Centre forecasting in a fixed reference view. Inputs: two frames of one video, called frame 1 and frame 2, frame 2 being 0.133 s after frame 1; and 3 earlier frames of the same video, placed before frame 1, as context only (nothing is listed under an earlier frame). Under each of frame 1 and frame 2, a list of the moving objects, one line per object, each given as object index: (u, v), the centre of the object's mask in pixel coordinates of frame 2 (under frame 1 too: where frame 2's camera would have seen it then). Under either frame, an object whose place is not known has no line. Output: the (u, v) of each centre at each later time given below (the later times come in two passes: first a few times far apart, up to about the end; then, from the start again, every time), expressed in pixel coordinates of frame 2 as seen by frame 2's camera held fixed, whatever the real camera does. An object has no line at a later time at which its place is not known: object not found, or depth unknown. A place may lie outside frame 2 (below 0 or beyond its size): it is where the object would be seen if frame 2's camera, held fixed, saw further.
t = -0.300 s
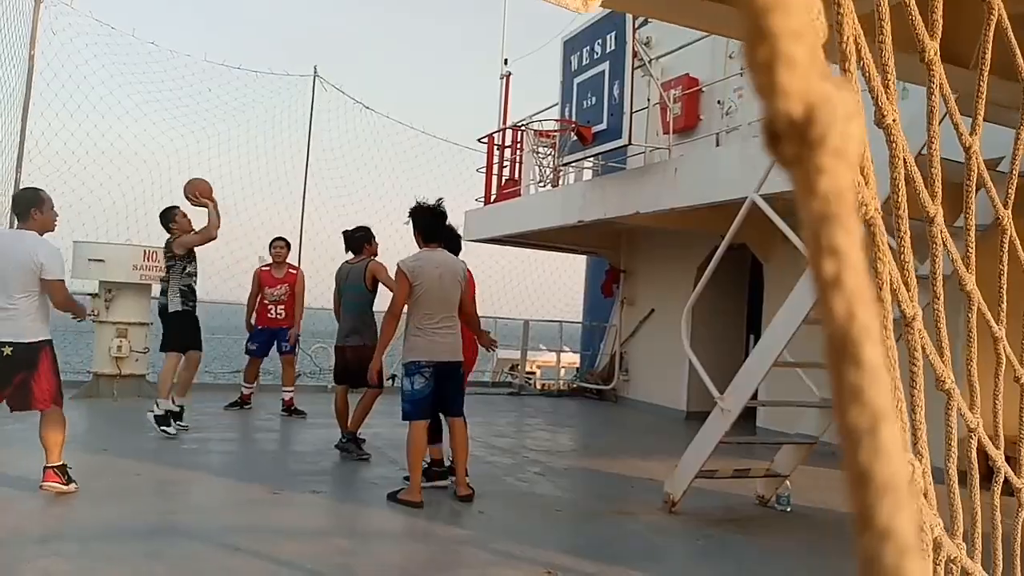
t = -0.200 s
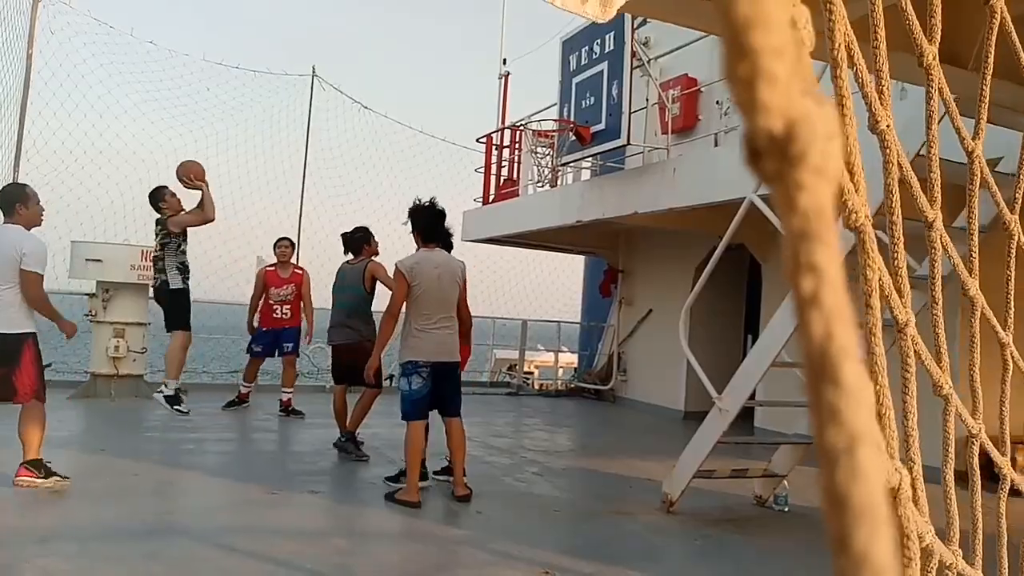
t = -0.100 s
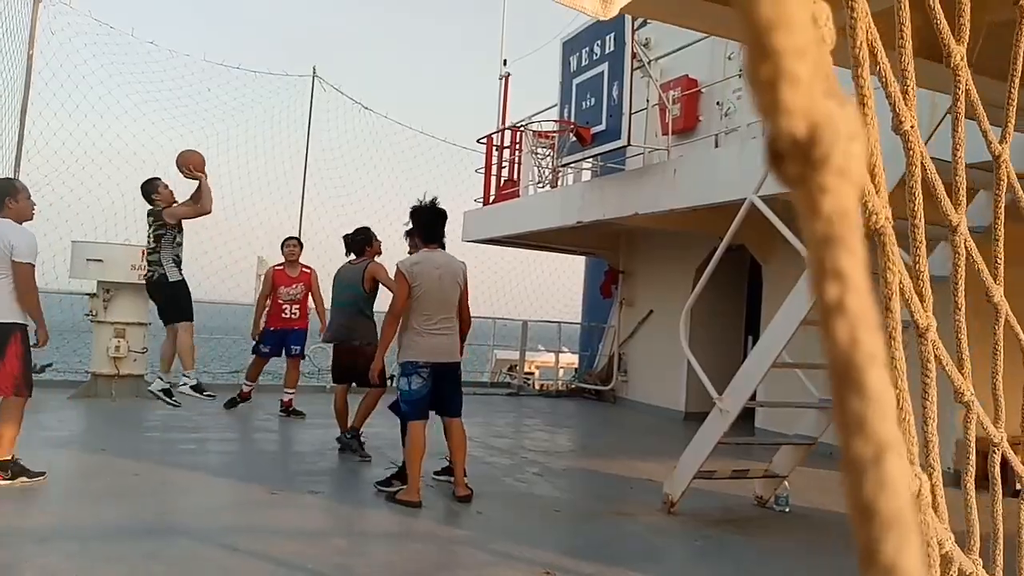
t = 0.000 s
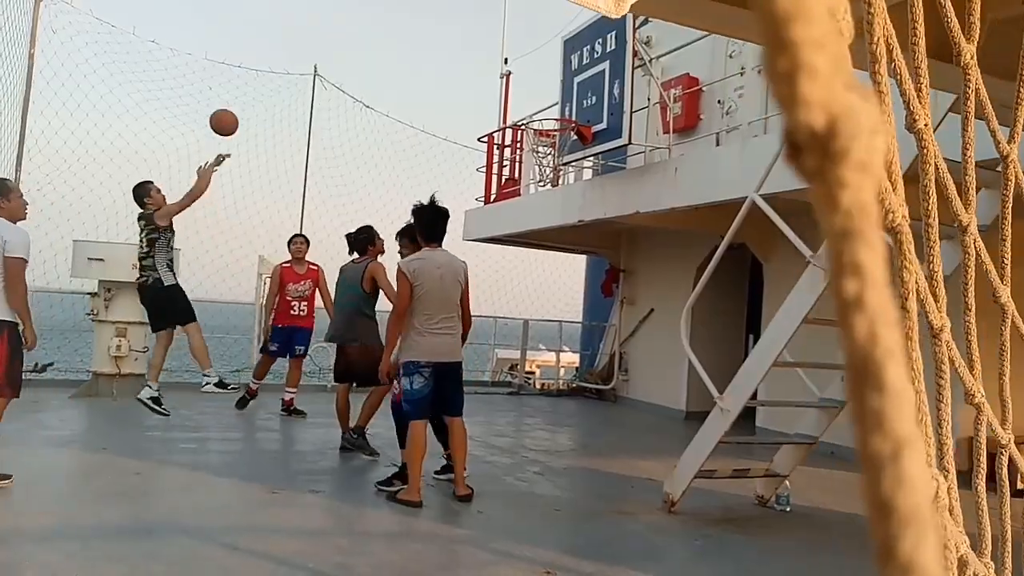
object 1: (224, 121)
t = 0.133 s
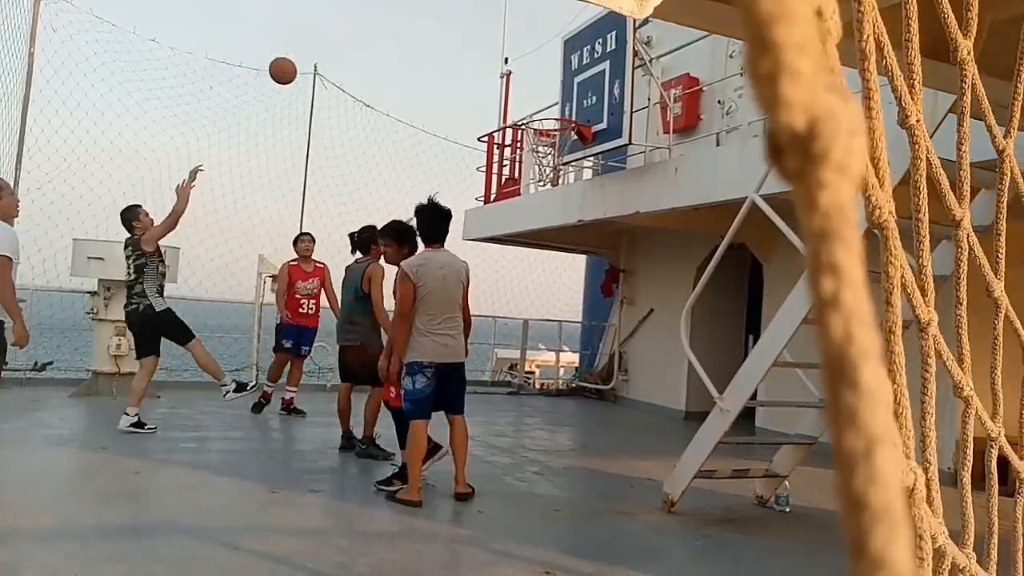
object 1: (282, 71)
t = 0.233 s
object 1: (324, 47)
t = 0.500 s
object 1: (430, 39)
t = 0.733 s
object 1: (512, 100)
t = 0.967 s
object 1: (512, 78)
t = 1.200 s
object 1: (495, 88)
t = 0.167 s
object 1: (297, 61)
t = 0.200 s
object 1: (311, 53)
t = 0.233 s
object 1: (324, 47)
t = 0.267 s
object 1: (338, 41)
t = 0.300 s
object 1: (352, 37)
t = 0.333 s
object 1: (365, 34)
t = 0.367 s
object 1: (379, 33)
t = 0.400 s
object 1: (391, 32)
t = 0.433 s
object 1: (404, 34)
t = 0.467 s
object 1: (417, 36)
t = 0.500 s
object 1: (430, 39)
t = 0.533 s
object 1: (442, 44)
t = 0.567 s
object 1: (454, 51)
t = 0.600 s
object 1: (466, 58)
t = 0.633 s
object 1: (478, 67)
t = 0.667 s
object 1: (489, 76)
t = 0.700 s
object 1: (501, 87)
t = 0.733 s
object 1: (512, 100)
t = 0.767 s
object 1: (522, 112)
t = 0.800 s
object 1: (521, 111)
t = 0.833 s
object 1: (520, 101)
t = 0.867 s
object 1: (518, 94)
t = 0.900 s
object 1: (516, 87)
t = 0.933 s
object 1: (514, 82)
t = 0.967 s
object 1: (512, 78)
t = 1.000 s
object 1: (510, 76)
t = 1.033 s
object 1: (508, 75)
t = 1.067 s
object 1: (506, 75)
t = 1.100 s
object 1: (503, 76)
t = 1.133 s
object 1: (501, 79)
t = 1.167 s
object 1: (498, 83)
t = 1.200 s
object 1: (495, 88)
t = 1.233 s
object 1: (493, 95)
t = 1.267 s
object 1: (489, 103)
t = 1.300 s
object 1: (486, 113)
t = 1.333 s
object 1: (482, 123)
